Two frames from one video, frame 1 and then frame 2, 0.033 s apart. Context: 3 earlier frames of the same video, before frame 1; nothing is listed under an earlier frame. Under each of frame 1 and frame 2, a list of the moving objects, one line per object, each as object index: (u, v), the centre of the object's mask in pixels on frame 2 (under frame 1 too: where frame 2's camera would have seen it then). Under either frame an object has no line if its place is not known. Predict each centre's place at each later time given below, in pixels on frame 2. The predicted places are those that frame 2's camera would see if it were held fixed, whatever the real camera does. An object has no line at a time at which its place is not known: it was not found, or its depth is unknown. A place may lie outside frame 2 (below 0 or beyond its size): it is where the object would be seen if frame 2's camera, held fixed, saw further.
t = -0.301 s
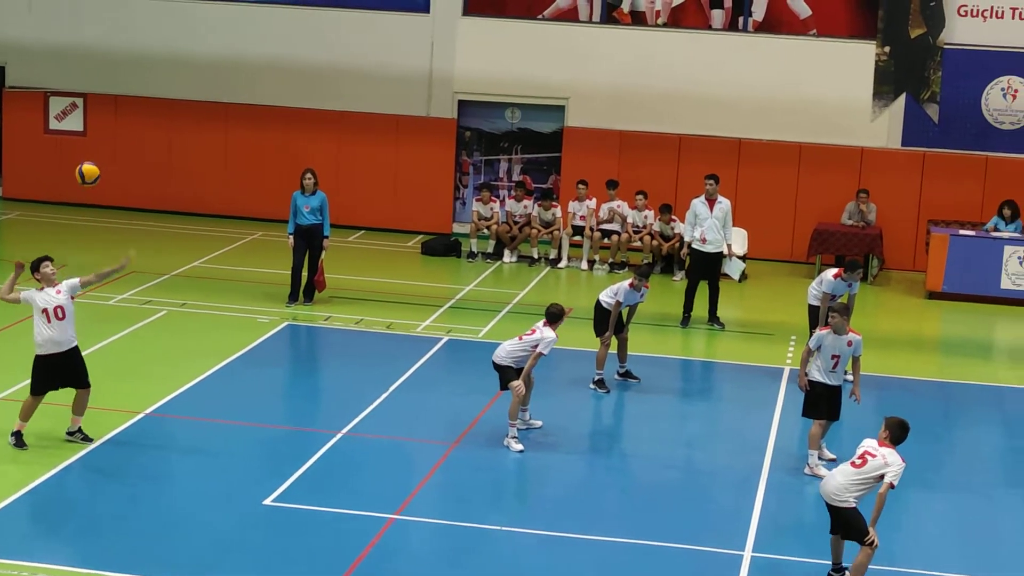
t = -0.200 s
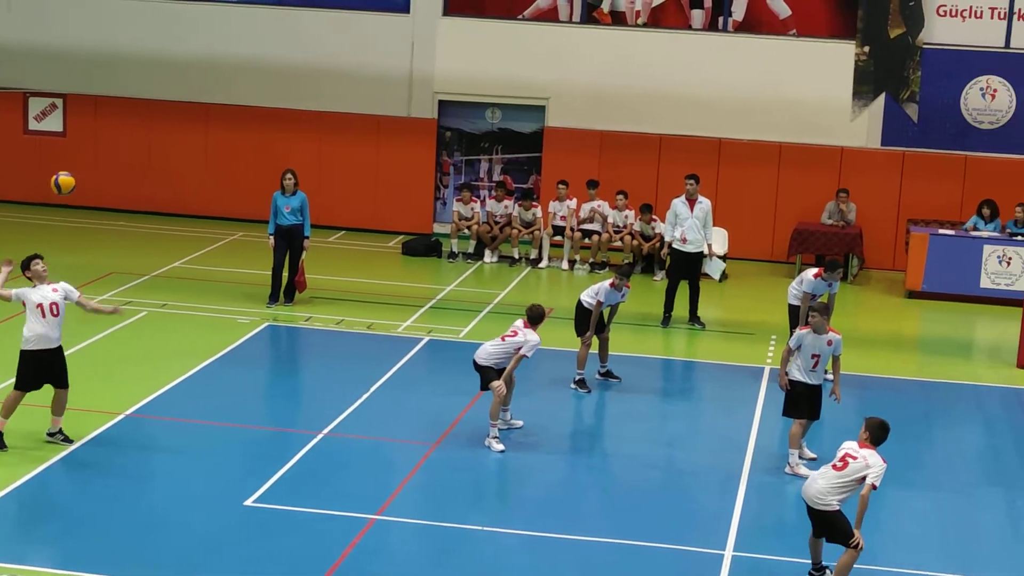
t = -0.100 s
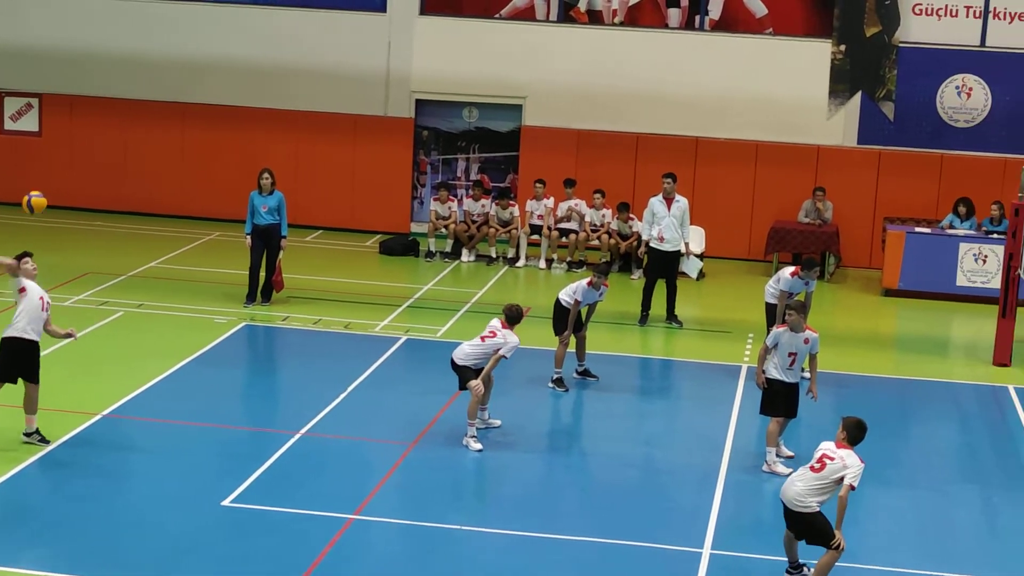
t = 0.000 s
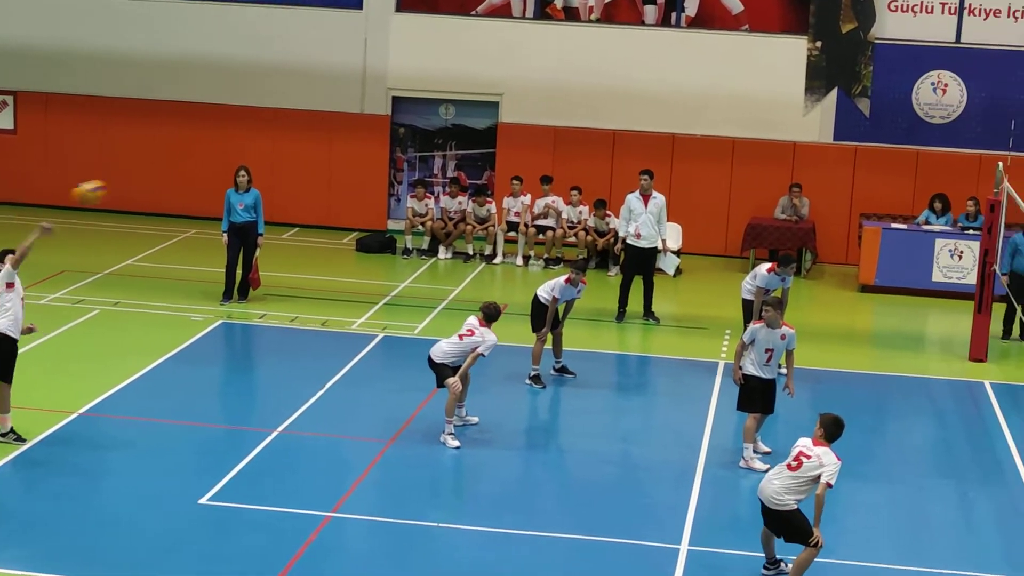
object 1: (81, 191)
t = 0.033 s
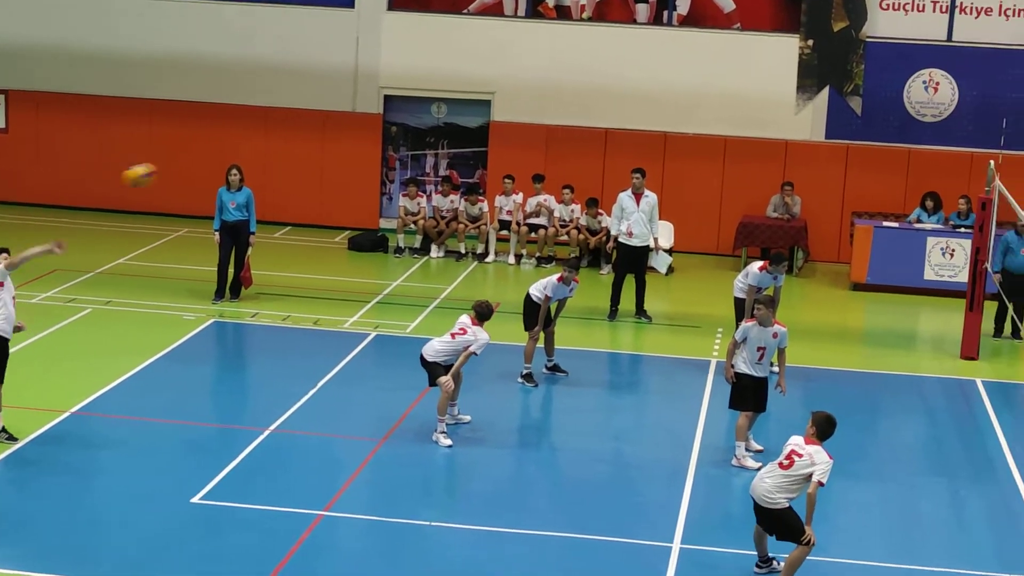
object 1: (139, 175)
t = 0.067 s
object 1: (196, 160)
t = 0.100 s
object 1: (254, 148)
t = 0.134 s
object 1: (310, 136)
